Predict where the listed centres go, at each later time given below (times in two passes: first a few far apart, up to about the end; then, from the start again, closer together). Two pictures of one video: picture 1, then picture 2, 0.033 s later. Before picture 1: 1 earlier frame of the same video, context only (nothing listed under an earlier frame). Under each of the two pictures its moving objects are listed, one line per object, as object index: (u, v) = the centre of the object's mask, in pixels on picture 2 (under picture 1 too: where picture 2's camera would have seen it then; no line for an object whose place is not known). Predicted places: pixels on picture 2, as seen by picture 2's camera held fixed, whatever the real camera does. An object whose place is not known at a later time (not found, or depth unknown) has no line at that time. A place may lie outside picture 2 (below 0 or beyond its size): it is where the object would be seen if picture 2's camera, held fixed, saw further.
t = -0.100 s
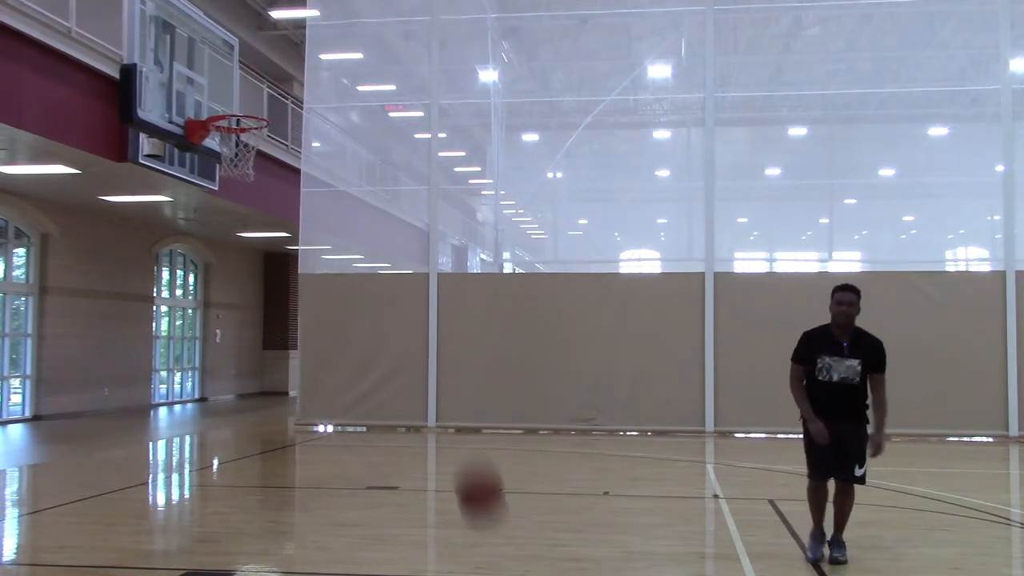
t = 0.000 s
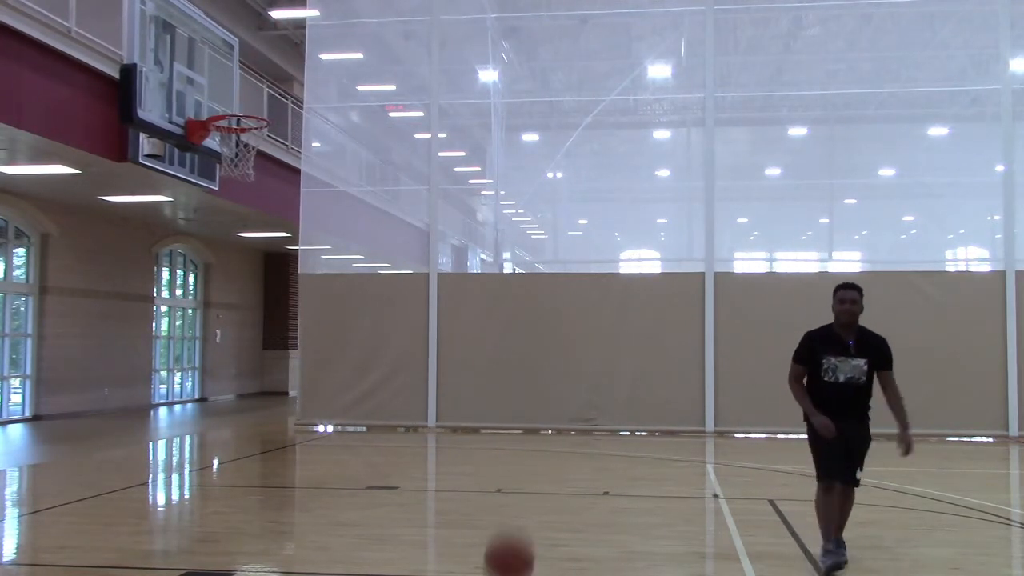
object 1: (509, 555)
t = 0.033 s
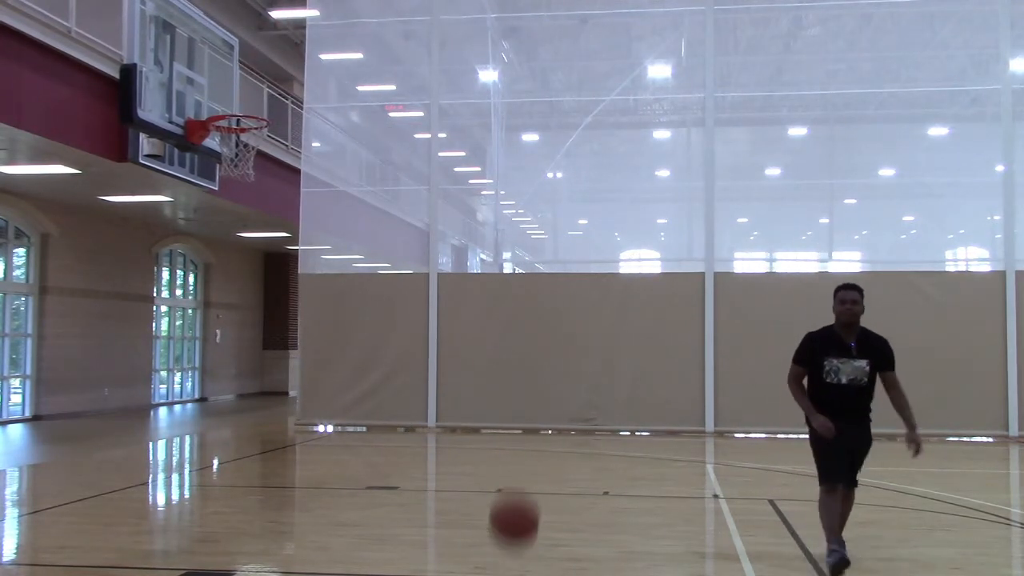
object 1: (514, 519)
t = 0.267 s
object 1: (553, 288)
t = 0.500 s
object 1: (598, 147)
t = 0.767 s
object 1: (662, 129)
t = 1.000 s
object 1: (734, 296)
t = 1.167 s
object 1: (796, 548)
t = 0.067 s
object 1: (519, 482)
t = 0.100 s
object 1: (525, 446)
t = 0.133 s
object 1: (530, 409)
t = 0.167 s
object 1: (536, 376)
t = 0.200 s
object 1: (541, 345)
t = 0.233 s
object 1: (547, 316)
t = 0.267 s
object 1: (553, 288)
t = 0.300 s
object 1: (559, 262)
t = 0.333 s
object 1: (566, 236)
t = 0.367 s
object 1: (572, 214)
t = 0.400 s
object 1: (578, 195)
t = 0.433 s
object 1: (585, 177)
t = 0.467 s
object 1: (592, 161)
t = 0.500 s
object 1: (598, 147)
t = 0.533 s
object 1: (606, 135)
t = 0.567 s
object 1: (613, 127)
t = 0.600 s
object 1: (621, 120)
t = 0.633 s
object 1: (628, 116)
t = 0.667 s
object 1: (636, 115)
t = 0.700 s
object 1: (645, 117)
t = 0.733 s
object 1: (653, 122)
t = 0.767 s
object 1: (662, 129)
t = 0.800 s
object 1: (671, 140)
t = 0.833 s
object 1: (681, 156)
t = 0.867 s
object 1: (690, 174)
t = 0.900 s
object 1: (701, 197)
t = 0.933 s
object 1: (711, 222)
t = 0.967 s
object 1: (721, 255)
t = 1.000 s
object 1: (734, 296)
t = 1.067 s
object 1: (758, 381)
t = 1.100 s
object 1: (770, 433)
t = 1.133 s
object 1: (784, 496)
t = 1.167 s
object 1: (796, 548)
